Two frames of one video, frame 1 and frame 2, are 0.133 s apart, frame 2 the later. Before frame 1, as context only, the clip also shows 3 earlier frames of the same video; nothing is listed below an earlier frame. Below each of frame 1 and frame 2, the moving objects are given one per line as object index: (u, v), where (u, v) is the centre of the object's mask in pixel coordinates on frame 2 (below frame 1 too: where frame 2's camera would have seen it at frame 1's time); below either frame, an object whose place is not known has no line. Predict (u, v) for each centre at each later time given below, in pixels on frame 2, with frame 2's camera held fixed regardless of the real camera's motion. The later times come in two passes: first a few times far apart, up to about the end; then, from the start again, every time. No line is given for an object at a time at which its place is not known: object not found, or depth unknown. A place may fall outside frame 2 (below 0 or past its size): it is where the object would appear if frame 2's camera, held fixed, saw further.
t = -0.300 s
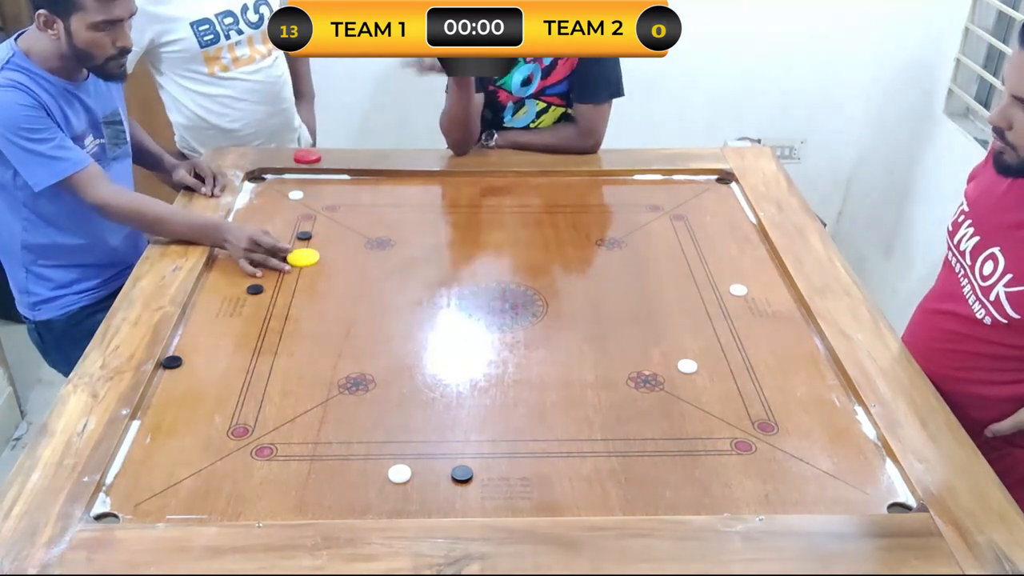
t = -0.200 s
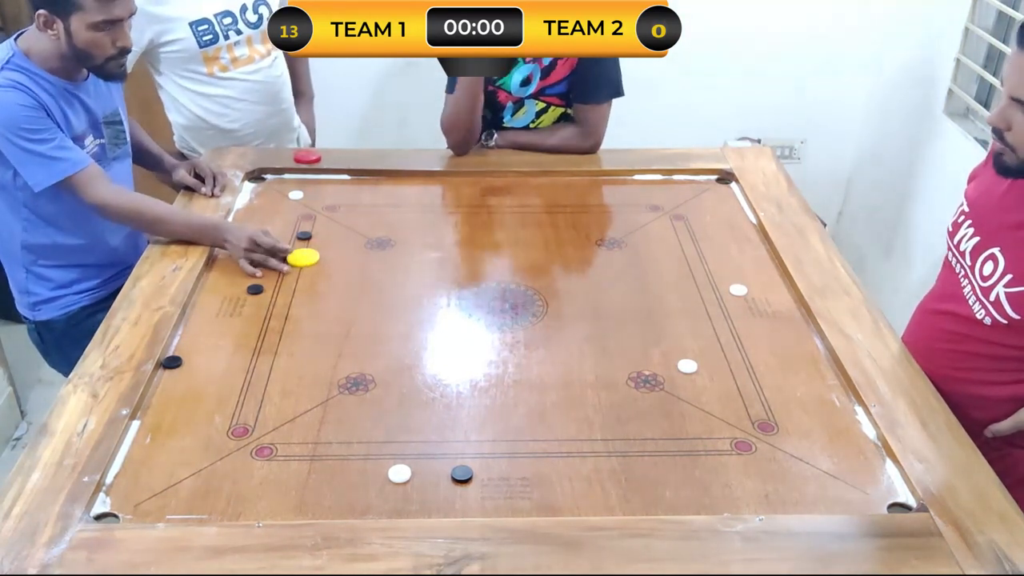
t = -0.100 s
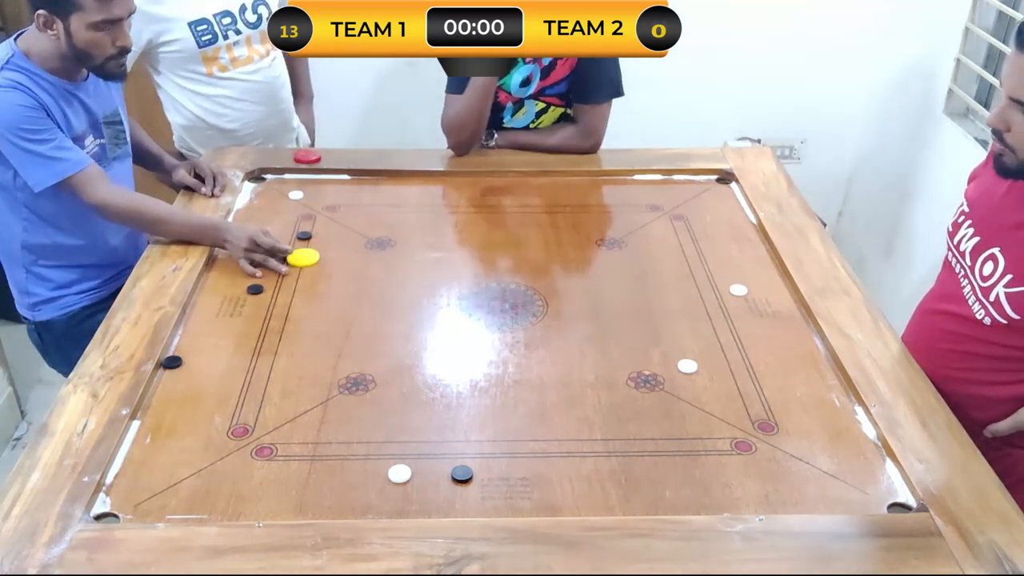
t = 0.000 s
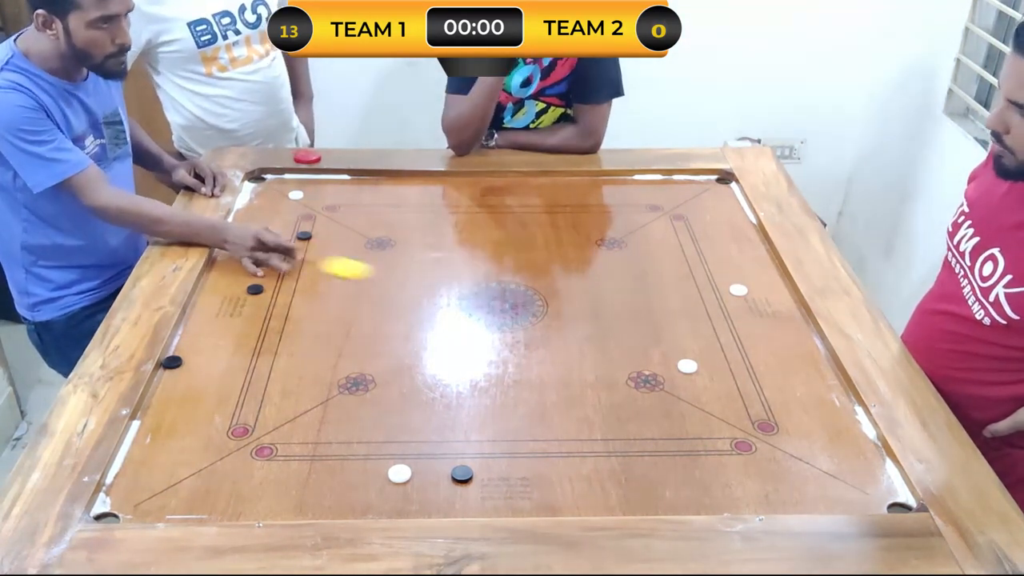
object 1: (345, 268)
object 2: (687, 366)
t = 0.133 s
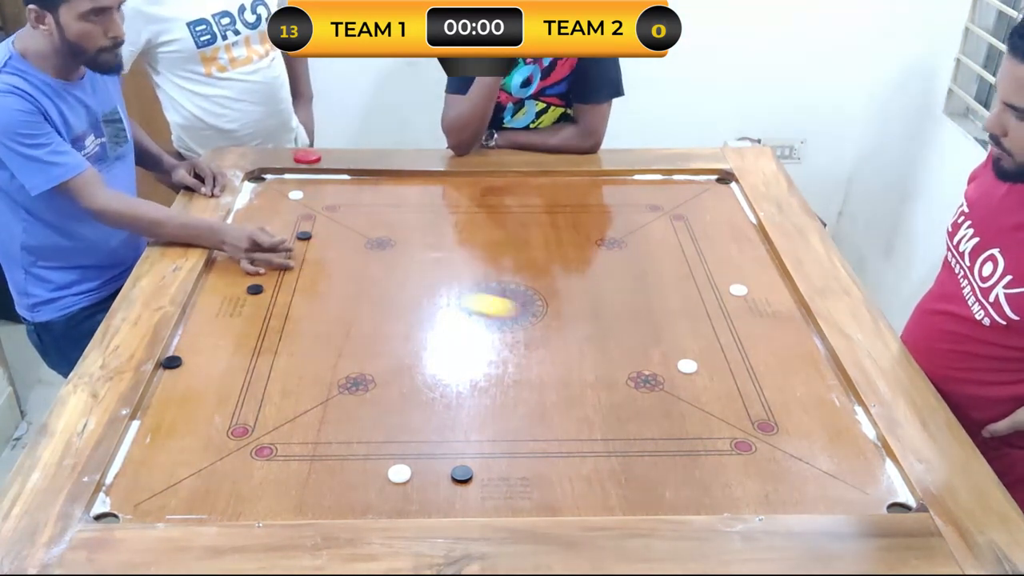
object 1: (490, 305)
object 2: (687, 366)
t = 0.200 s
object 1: (563, 324)
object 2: (687, 366)
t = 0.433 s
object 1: (794, 369)
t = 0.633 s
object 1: (743, 388)
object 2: (879, 471)
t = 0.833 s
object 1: (665, 404)
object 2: (864, 446)
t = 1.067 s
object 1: (593, 416)
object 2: (859, 437)
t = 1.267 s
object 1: (554, 422)
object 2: (858, 437)
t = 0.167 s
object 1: (525, 314)
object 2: (687, 366)
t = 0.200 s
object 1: (563, 324)
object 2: (687, 366)
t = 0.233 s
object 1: (599, 334)
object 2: (687, 366)
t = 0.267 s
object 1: (636, 343)
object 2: (687, 366)
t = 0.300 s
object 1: (671, 351)
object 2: (696, 372)
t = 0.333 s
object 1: (704, 357)
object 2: (729, 396)
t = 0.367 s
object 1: (735, 361)
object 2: (767, 424)
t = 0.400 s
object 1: (764, 365)
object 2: (807, 453)
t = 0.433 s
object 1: (794, 369)
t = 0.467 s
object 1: (817, 372)
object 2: (897, 507)
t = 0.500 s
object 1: (804, 376)
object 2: (903, 500)
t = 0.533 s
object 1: (788, 380)
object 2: (898, 494)
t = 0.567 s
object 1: (773, 383)
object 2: (888, 485)
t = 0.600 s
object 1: (758, 386)
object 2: (882, 478)
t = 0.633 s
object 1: (743, 388)
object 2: (879, 471)
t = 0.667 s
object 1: (729, 391)
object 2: (878, 467)
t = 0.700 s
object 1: (715, 394)
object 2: (874, 462)
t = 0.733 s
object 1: (702, 397)
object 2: (872, 458)
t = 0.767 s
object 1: (689, 399)
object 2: (869, 454)
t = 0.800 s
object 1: (676, 402)
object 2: (867, 450)
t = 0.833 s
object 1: (665, 404)
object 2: (864, 446)
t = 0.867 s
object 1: (653, 406)
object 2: (862, 444)
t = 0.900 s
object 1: (642, 408)
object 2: (861, 441)
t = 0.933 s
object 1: (631, 410)
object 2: (860, 440)
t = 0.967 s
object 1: (621, 412)
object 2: (859, 439)
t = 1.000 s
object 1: (611, 413)
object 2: (859, 438)
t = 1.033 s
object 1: (602, 415)
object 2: (859, 437)
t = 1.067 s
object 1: (593, 416)
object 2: (859, 437)
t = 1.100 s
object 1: (585, 417)
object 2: (859, 437)
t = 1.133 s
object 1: (577, 418)
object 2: (858, 437)
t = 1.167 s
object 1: (571, 419)
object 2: (859, 437)
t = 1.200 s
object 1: (564, 421)
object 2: (858, 437)
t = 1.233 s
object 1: (559, 421)
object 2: (859, 437)
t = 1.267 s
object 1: (554, 422)
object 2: (858, 437)
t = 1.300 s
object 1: (550, 423)
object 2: (858, 437)
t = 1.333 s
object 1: (546, 423)
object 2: (858, 437)
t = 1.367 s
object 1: (544, 423)
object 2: (858, 437)
